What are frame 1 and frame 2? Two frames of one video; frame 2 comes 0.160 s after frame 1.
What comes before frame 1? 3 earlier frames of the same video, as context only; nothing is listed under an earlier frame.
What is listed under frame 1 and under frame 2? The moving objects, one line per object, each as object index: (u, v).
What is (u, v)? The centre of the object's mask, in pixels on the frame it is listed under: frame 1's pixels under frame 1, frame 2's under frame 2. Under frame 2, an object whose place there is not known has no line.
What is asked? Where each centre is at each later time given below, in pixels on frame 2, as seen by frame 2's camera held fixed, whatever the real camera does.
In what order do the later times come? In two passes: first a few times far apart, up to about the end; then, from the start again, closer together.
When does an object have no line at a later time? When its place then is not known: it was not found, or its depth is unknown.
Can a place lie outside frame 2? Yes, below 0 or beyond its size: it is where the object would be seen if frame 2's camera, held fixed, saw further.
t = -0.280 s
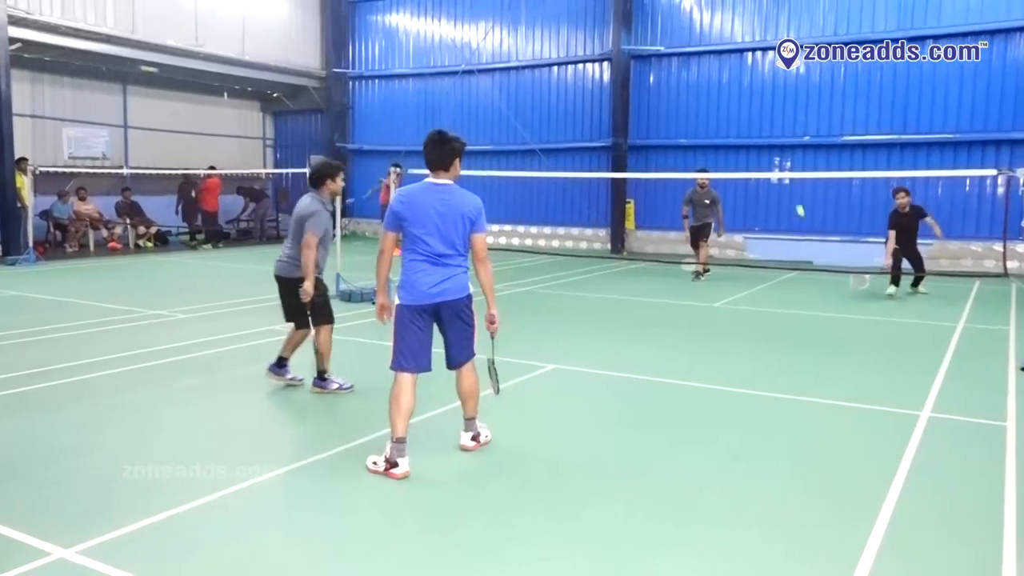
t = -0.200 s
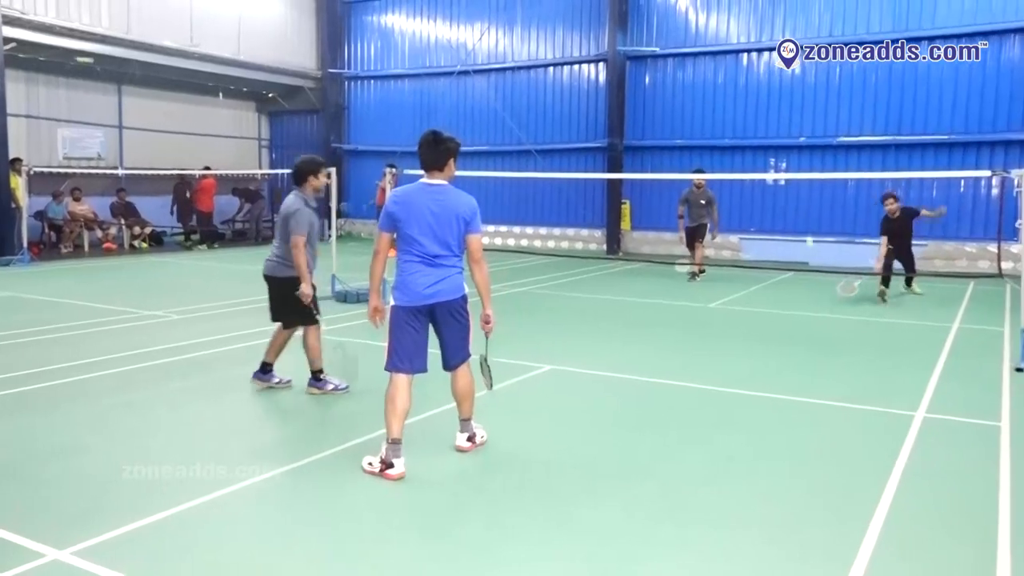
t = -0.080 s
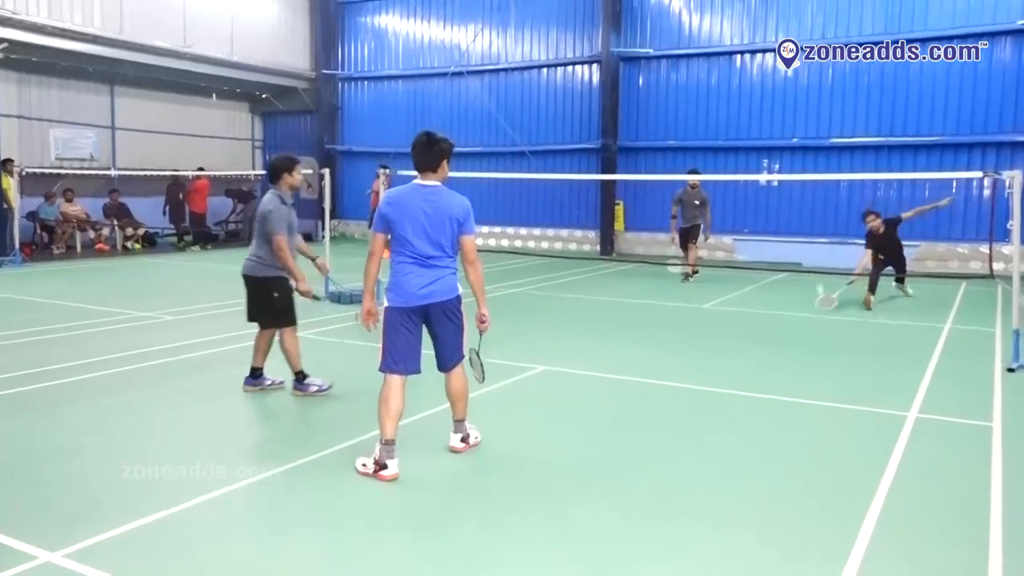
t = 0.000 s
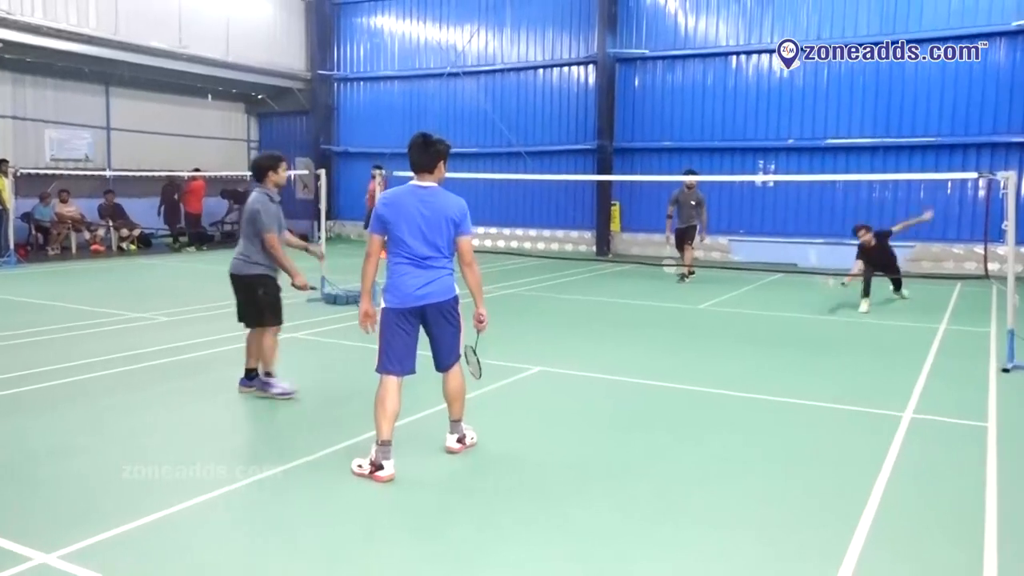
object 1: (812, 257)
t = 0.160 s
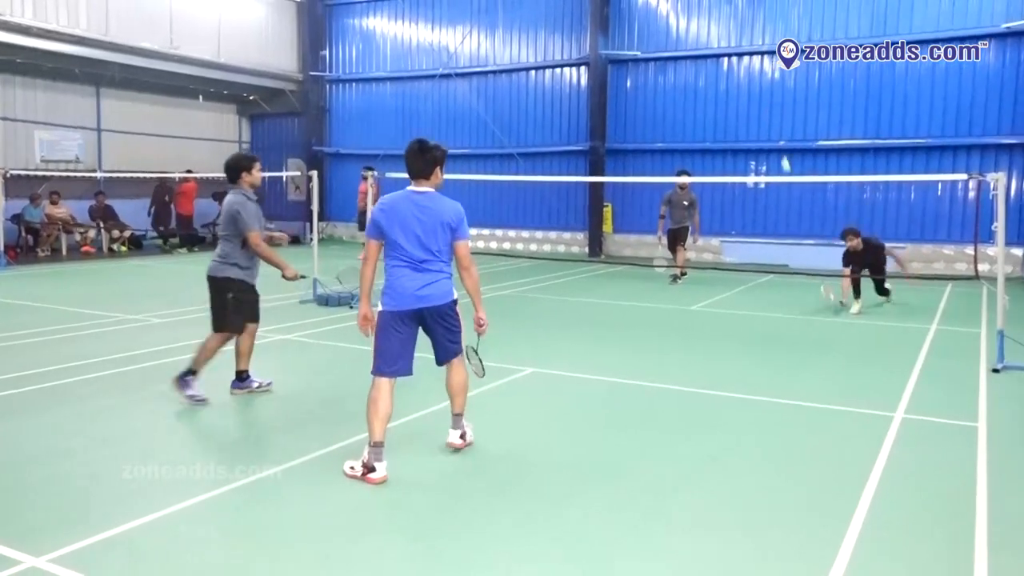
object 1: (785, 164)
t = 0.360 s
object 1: (763, 91)
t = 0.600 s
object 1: (731, 63)
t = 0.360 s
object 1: (763, 91)
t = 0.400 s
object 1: (758, 82)
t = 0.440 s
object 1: (752, 75)
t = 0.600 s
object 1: (731, 63)
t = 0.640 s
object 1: (725, 65)
